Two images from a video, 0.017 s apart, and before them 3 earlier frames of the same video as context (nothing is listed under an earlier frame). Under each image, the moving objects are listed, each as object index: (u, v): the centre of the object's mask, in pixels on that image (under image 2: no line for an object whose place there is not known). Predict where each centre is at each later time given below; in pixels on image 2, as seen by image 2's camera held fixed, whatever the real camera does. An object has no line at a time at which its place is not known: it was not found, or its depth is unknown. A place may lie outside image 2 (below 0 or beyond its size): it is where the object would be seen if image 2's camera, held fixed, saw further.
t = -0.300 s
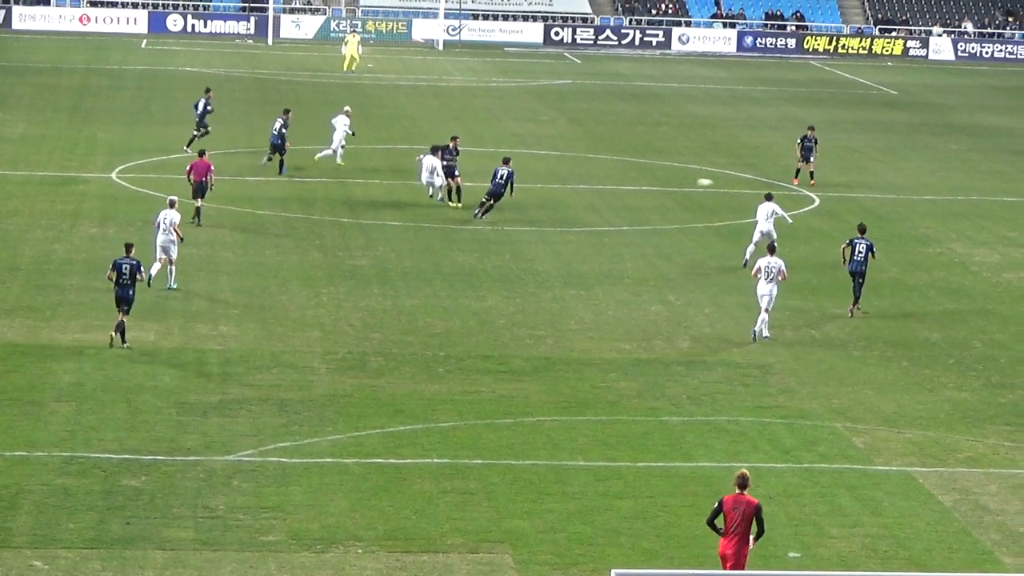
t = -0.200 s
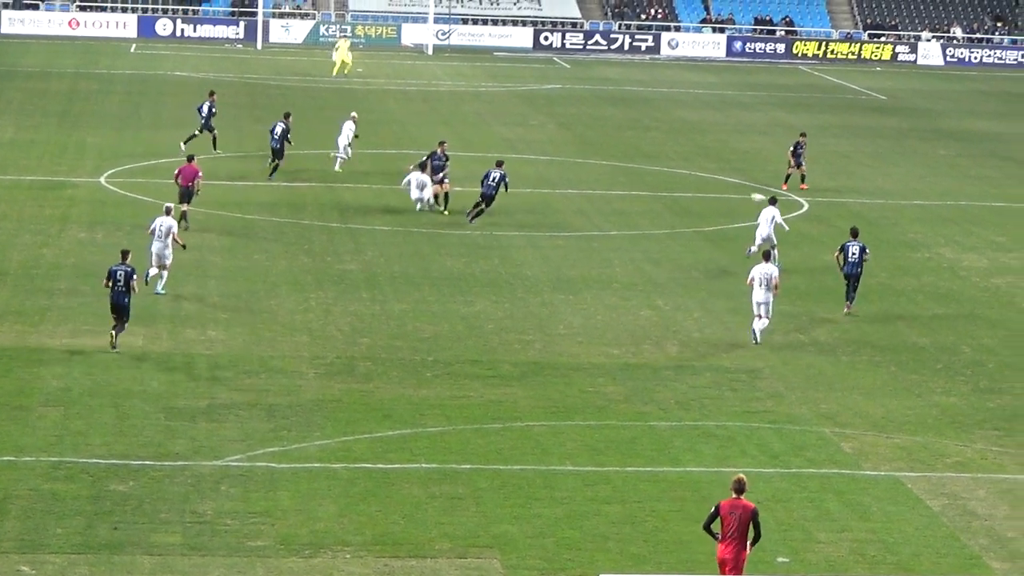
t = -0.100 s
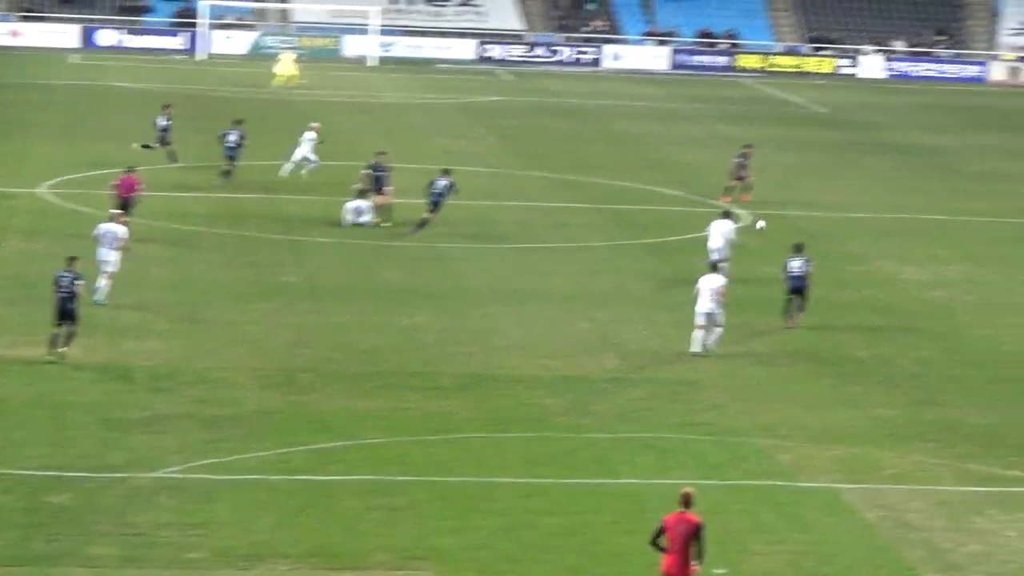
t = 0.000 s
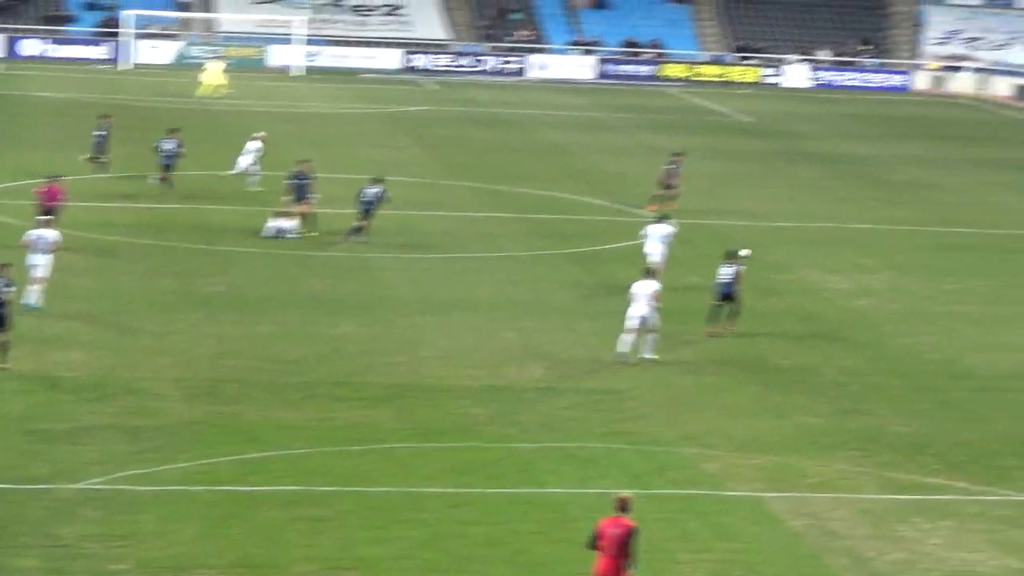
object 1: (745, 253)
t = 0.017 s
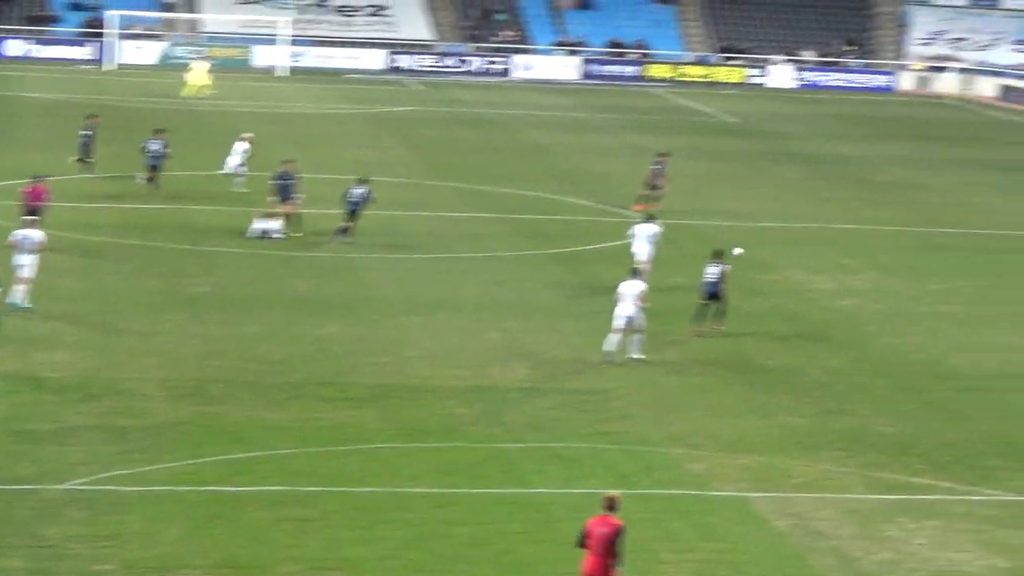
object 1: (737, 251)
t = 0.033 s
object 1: (745, 250)
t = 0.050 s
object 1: (752, 249)
